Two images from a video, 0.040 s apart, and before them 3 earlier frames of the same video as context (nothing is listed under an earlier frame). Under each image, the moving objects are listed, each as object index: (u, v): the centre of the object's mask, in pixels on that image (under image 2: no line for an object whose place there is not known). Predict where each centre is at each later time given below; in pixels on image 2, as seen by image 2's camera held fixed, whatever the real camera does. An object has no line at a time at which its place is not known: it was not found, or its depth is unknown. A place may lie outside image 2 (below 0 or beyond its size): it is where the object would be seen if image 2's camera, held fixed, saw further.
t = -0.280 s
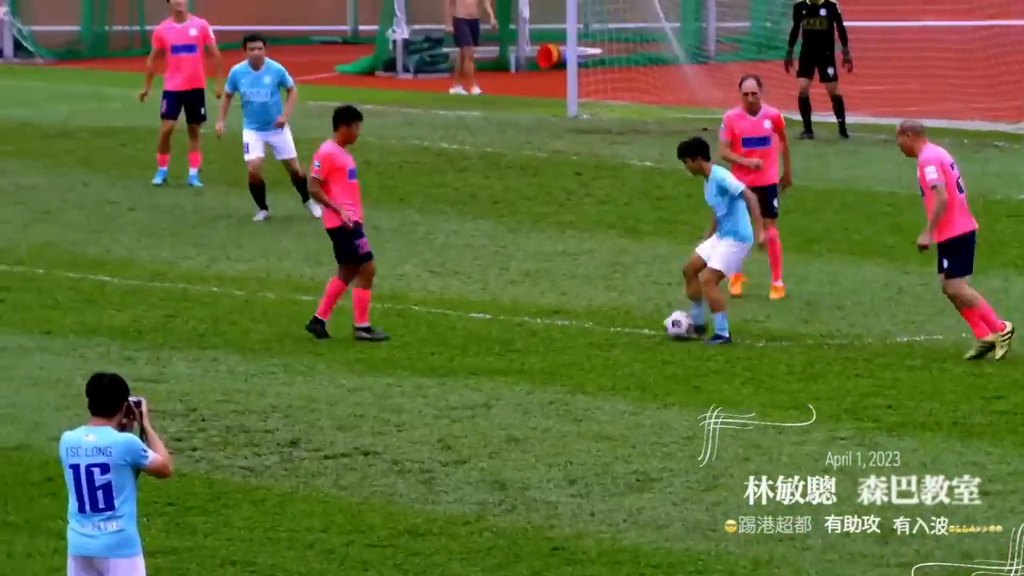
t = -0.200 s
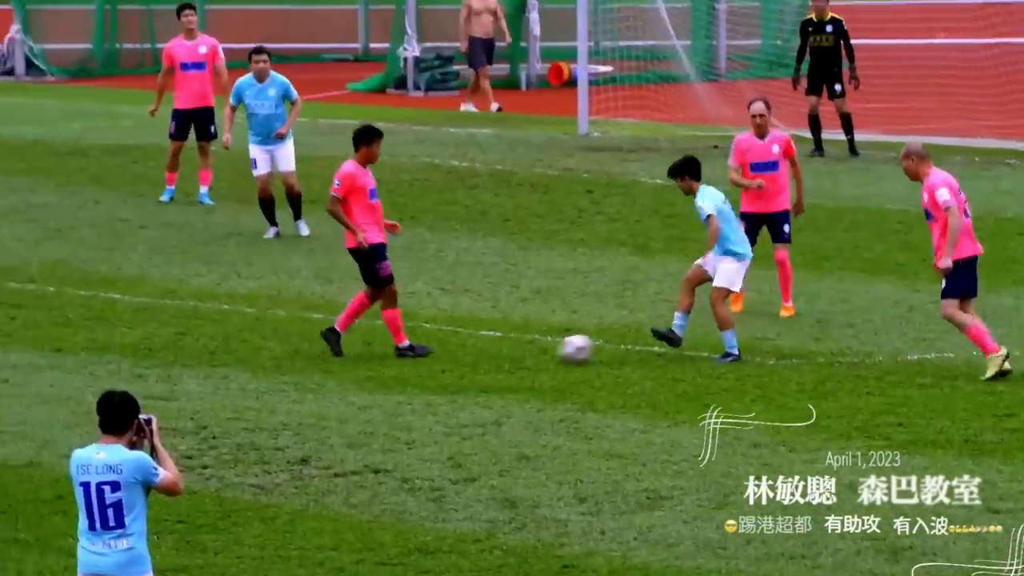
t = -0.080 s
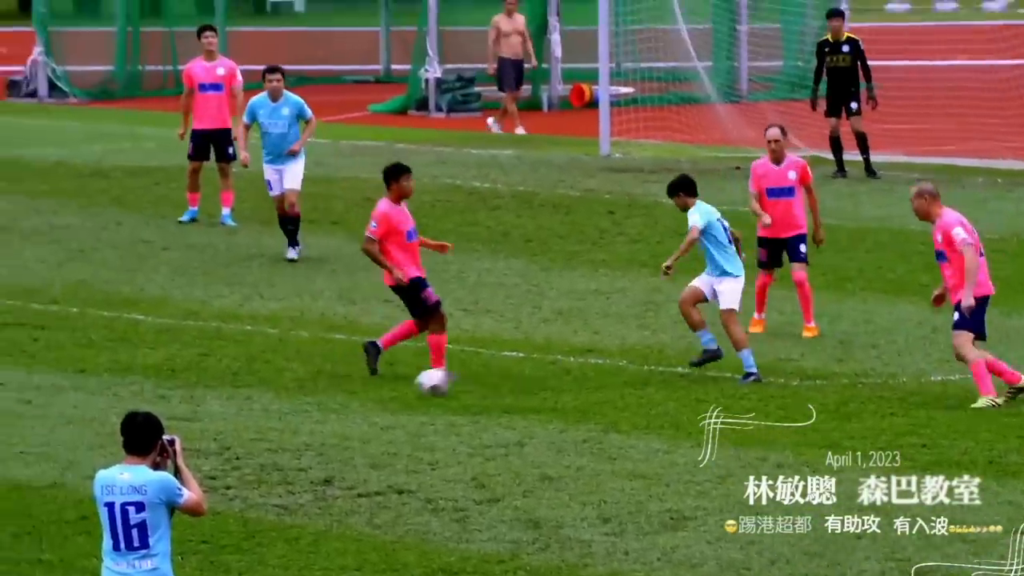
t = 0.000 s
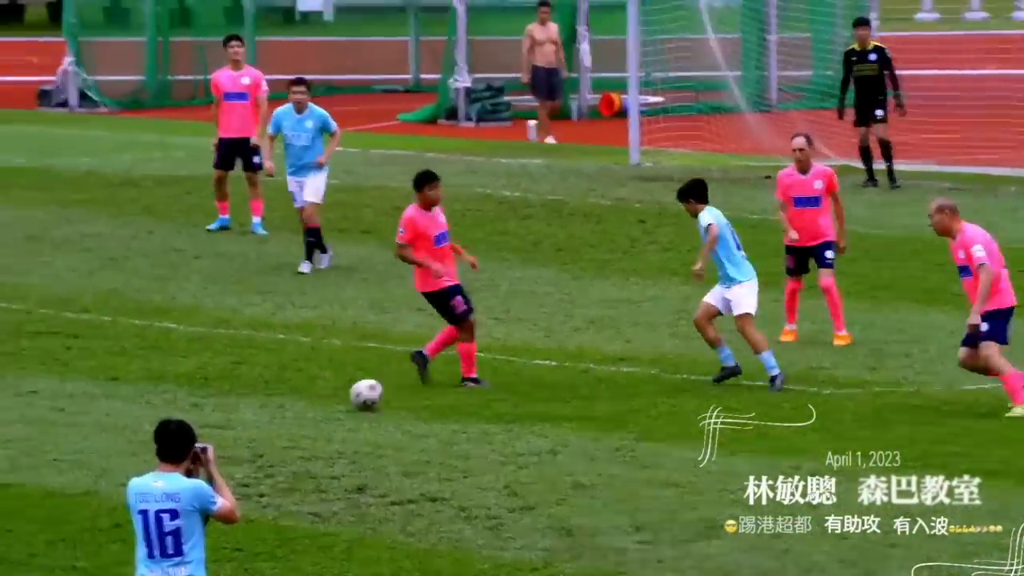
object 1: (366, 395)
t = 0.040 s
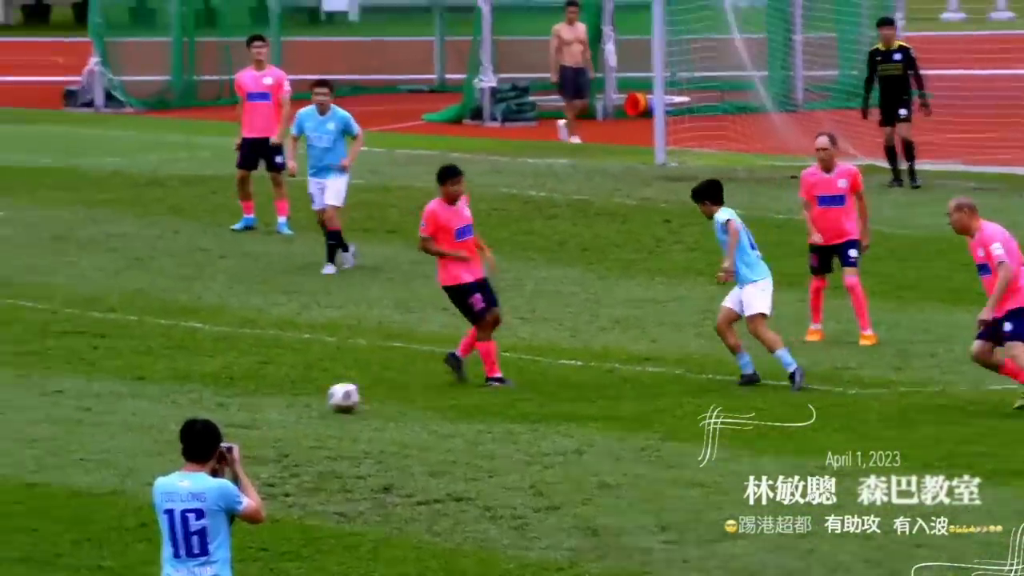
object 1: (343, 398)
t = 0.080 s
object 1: (295, 404)
